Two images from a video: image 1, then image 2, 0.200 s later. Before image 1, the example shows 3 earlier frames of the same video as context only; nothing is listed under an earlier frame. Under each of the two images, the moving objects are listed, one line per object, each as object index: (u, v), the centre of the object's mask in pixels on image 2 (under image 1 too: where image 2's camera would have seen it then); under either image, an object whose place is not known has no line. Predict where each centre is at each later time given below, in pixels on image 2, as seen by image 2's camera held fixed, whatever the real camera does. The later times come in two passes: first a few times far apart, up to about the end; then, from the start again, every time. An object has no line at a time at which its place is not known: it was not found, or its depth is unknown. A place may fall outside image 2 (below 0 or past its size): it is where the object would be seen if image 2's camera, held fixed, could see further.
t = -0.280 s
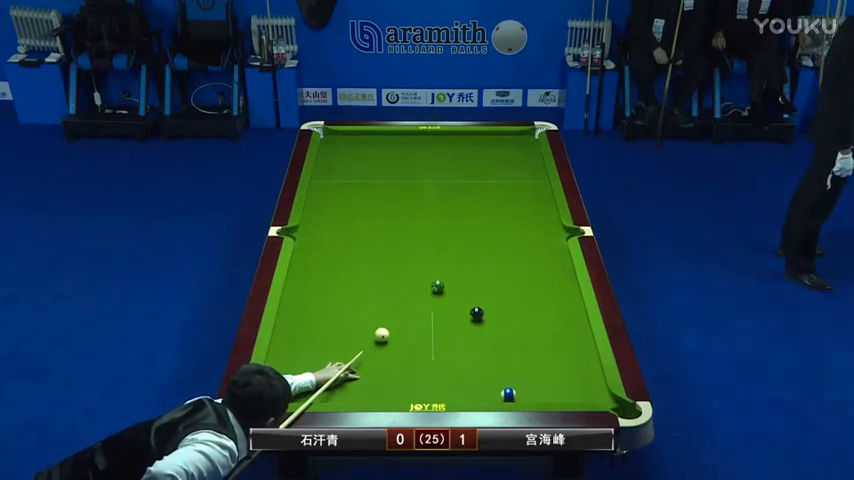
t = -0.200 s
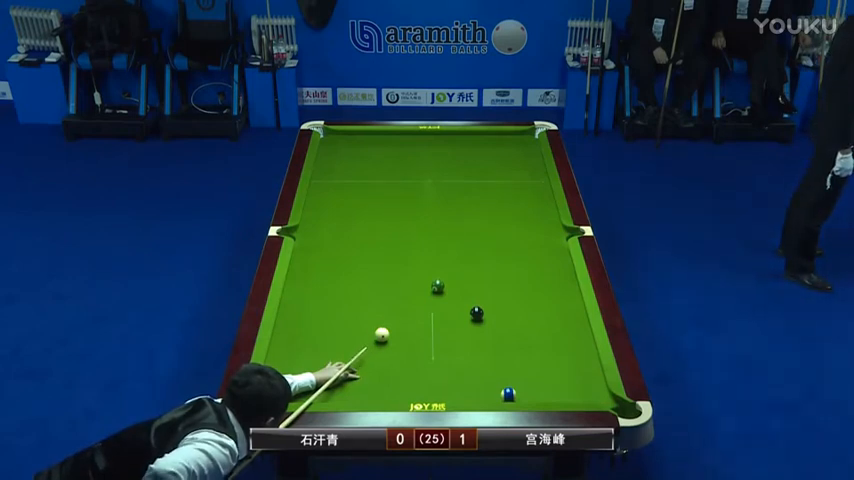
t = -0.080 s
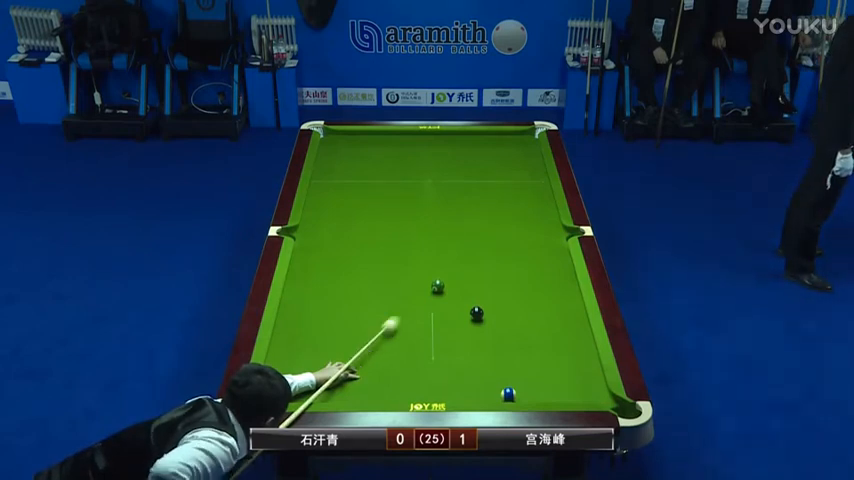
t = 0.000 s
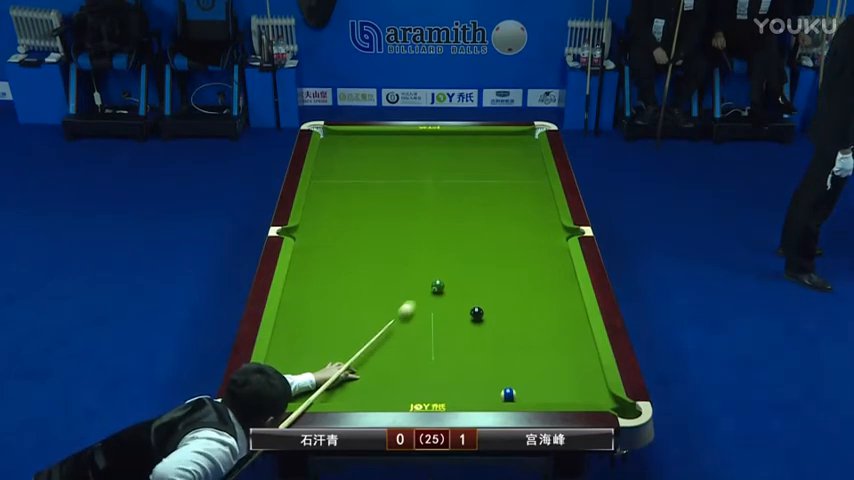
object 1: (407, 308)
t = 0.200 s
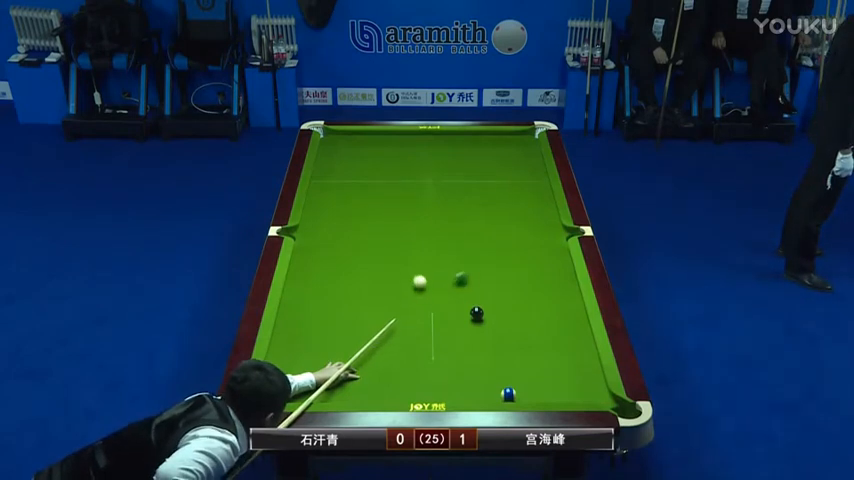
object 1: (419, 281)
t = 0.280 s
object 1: (416, 274)
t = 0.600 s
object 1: (409, 246)
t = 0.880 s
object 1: (403, 224)
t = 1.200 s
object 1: (398, 202)
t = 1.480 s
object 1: (393, 185)
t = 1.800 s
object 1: (389, 168)
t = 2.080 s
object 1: (386, 154)
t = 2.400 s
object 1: (382, 140)
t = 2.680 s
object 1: (379, 135)
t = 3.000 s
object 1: (376, 143)
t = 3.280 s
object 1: (373, 150)
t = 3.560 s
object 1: (370, 157)
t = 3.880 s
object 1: (367, 164)
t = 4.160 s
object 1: (364, 170)
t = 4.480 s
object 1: (361, 176)
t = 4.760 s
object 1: (358, 181)
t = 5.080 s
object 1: (355, 186)
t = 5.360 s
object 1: (353, 190)
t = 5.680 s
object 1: (351, 195)
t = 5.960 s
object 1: (349, 198)
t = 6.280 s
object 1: (347, 201)
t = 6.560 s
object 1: (346, 202)
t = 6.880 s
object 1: (344, 204)
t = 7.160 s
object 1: (344, 205)
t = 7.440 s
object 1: (343, 205)
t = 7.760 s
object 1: (343, 205)
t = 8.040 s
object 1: (343, 206)
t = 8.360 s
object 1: (343, 205)
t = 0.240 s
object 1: (417, 278)
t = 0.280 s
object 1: (416, 274)
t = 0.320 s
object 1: (415, 271)
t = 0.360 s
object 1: (414, 267)
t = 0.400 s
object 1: (413, 263)
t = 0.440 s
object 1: (412, 260)
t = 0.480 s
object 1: (411, 256)
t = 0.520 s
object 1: (410, 253)
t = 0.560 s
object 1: (409, 249)
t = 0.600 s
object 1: (409, 246)
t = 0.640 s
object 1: (408, 243)
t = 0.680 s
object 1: (407, 240)
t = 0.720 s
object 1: (406, 237)
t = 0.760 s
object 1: (405, 233)
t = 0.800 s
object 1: (405, 230)
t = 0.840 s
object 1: (404, 227)
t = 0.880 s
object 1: (403, 224)
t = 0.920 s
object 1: (402, 221)
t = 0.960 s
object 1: (402, 219)
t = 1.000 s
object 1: (401, 216)
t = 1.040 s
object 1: (400, 213)
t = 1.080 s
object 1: (400, 210)
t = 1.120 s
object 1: (399, 208)
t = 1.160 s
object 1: (398, 205)
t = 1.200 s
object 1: (398, 202)
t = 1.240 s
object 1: (397, 200)
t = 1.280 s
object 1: (396, 197)
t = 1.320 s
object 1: (396, 195)
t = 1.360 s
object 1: (395, 192)
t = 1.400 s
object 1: (394, 190)
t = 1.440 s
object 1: (394, 187)
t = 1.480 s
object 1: (393, 185)
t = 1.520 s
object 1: (393, 183)
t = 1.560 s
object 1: (392, 181)
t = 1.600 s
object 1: (391, 179)
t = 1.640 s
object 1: (391, 176)
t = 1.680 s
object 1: (391, 174)
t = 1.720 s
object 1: (390, 172)
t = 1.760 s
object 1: (390, 170)
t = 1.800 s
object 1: (389, 168)
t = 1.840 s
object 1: (389, 166)
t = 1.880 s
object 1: (388, 164)
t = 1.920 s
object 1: (388, 162)
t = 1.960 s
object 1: (387, 160)
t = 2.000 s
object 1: (387, 158)
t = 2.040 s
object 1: (386, 156)
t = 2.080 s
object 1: (386, 154)
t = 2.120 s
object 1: (385, 152)
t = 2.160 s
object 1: (385, 150)
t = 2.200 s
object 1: (385, 149)
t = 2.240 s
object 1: (384, 147)
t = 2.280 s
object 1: (384, 145)
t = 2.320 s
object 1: (383, 143)
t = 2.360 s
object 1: (383, 142)
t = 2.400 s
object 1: (382, 140)
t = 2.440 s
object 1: (382, 138)
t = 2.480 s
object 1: (381, 137)
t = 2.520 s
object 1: (381, 135)
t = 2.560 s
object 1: (381, 134)
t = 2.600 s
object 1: (380, 133)
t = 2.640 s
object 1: (380, 134)
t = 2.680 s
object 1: (379, 135)
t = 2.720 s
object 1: (379, 136)
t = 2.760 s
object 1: (378, 137)
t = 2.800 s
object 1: (378, 138)
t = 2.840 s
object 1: (377, 139)
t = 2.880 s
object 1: (377, 140)
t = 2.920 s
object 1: (376, 141)
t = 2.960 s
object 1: (376, 142)
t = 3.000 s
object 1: (376, 143)
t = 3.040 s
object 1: (375, 144)
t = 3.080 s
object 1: (375, 145)
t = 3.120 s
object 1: (374, 146)
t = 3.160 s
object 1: (374, 147)
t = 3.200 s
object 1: (374, 148)
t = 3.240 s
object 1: (373, 149)
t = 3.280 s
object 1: (373, 150)
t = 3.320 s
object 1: (372, 151)
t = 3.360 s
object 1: (372, 152)
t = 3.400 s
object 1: (372, 153)
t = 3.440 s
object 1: (371, 154)
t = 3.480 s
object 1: (371, 155)
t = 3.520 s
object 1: (370, 156)
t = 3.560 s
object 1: (370, 157)
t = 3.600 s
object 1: (369, 158)
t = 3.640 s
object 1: (369, 158)
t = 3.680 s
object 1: (369, 159)
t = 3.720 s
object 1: (368, 160)
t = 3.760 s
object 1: (368, 161)
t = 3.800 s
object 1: (367, 162)
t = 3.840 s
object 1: (367, 163)
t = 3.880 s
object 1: (367, 164)
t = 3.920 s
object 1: (366, 165)
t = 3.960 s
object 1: (366, 165)
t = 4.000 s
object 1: (365, 166)
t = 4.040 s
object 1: (365, 167)
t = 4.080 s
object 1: (365, 168)
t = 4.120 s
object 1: (364, 169)
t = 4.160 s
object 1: (364, 170)
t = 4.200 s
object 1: (363, 170)
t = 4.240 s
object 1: (363, 171)
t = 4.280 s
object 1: (362, 172)
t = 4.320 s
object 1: (362, 173)
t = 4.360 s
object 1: (362, 174)
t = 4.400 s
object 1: (361, 174)
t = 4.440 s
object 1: (361, 175)
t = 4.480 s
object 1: (361, 176)
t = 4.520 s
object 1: (360, 177)
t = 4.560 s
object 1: (360, 177)
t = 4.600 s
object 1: (359, 178)
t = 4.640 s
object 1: (359, 179)
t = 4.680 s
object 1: (359, 180)
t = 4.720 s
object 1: (358, 180)
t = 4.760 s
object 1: (358, 181)
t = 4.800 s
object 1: (358, 182)
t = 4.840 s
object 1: (358, 182)
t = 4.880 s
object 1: (357, 183)
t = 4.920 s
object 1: (357, 183)
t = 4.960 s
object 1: (356, 184)
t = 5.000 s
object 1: (356, 185)
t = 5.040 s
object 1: (356, 186)
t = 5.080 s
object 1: (355, 186)
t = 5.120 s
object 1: (355, 187)
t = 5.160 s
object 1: (355, 187)
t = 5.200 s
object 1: (354, 188)
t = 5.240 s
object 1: (354, 188)
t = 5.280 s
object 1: (354, 189)
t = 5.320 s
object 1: (353, 190)
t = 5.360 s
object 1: (353, 190)
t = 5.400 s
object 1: (353, 191)
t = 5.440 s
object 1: (352, 191)
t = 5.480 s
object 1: (352, 192)
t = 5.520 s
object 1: (352, 192)
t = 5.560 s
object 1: (352, 193)
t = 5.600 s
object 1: (351, 193)
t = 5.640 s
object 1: (351, 194)
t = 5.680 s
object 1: (351, 195)
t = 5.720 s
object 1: (351, 195)
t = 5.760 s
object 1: (350, 195)
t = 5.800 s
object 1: (350, 196)
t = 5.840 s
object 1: (350, 196)
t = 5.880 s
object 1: (350, 197)
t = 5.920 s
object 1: (349, 197)
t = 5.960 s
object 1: (349, 198)
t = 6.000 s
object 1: (349, 198)
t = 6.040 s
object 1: (348, 198)
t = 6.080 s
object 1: (348, 199)
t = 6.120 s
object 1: (348, 199)
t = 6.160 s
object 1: (348, 200)
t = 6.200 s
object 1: (347, 200)
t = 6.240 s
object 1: (347, 200)
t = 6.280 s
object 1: (347, 201)
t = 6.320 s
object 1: (347, 201)
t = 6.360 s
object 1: (347, 201)
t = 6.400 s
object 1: (346, 202)
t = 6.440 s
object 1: (346, 202)
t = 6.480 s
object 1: (346, 202)
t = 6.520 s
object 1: (346, 202)
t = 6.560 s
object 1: (346, 202)
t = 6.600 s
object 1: (345, 203)
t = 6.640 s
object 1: (345, 203)
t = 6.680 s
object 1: (345, 203)
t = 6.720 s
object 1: (345, 203)
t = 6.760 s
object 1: (345, 204)
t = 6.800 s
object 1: (345, 204)
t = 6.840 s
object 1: (344, 204)
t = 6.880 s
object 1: (344, 204)
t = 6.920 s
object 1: (344, 204)
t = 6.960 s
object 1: (344, 204)
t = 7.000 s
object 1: (344, 205)
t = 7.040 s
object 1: (344, 205)
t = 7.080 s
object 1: (344, 205)
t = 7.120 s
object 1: (344, 205)
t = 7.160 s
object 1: (344, 205)
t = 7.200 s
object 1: (343, 205)
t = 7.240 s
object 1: (343, 205)
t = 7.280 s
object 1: (343, 205)
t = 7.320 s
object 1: (343, 205)
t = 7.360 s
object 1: (343, 205)
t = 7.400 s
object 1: (343, 205)
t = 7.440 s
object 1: (343, 205)
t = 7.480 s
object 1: (343, 206)
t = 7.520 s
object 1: (343, 205)
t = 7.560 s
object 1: (343, 205)
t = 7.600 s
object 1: (343, 205)
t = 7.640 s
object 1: (343, 205)
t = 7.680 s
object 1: (343, 205)
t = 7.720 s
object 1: (343, 205)
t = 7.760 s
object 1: (343, 205)
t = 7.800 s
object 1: (343, 205)
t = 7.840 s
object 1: (343, 205)
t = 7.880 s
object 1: (343, 205)
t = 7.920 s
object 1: (343, 205)
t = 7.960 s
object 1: (343, 205)
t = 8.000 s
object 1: (343, 205)
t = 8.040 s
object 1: (343, 206)
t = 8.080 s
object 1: (343, 205)
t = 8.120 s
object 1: (343, 205)
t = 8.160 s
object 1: (343, 205)
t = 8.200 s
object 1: (343, 205)
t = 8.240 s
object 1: (343, 205)
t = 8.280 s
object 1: (343, 205)
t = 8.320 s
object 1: (343, 205)
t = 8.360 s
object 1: (343, 205)
